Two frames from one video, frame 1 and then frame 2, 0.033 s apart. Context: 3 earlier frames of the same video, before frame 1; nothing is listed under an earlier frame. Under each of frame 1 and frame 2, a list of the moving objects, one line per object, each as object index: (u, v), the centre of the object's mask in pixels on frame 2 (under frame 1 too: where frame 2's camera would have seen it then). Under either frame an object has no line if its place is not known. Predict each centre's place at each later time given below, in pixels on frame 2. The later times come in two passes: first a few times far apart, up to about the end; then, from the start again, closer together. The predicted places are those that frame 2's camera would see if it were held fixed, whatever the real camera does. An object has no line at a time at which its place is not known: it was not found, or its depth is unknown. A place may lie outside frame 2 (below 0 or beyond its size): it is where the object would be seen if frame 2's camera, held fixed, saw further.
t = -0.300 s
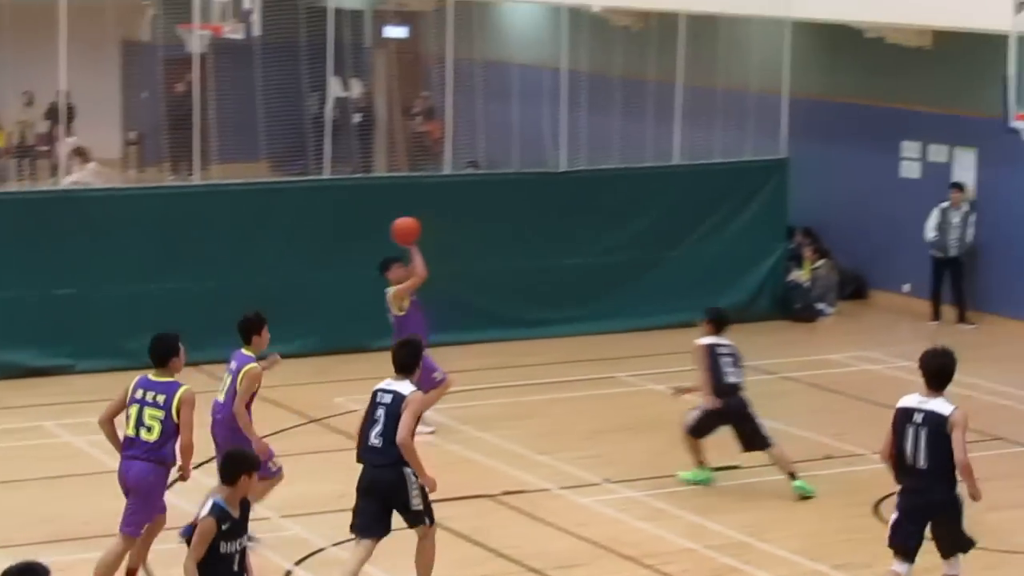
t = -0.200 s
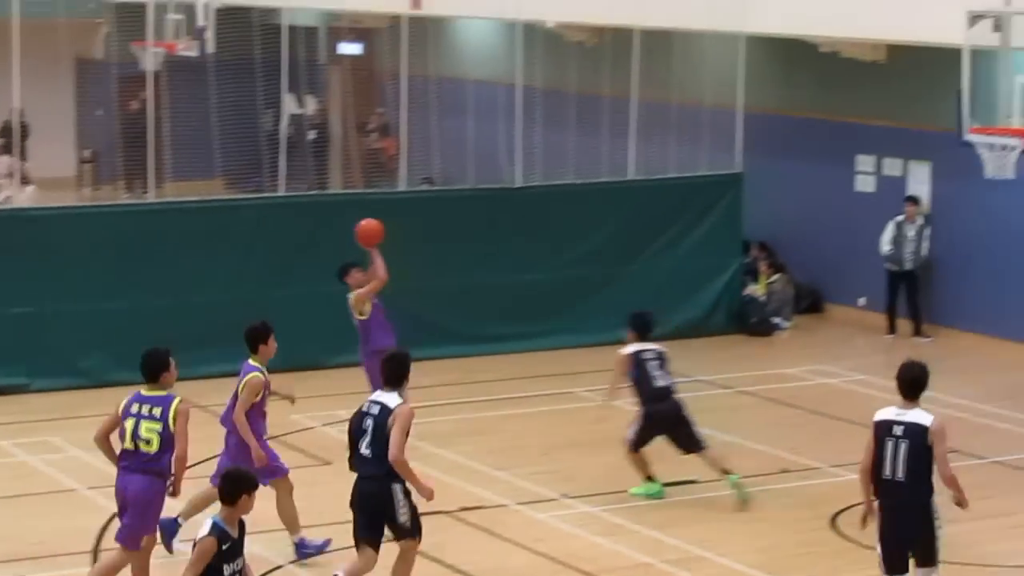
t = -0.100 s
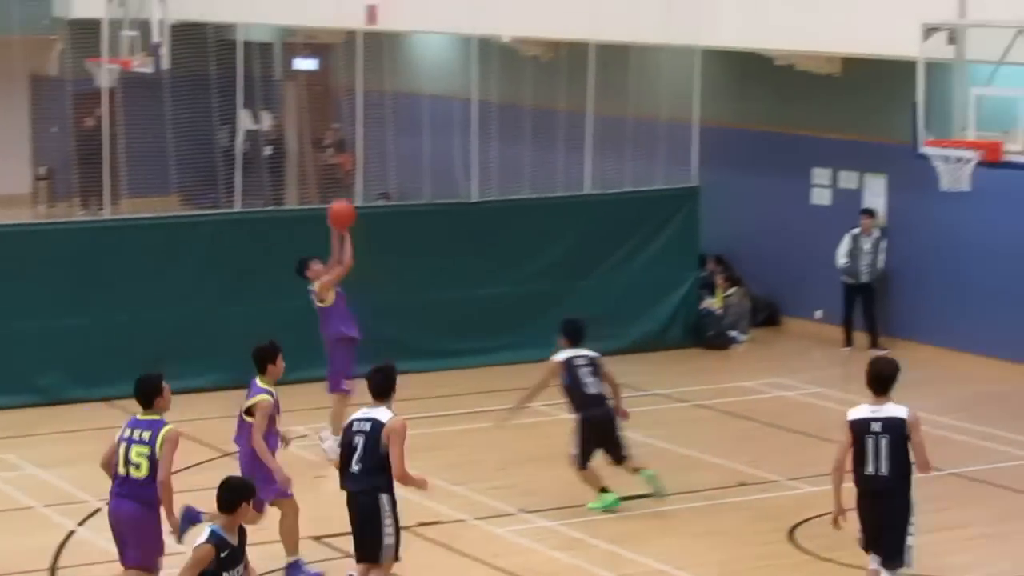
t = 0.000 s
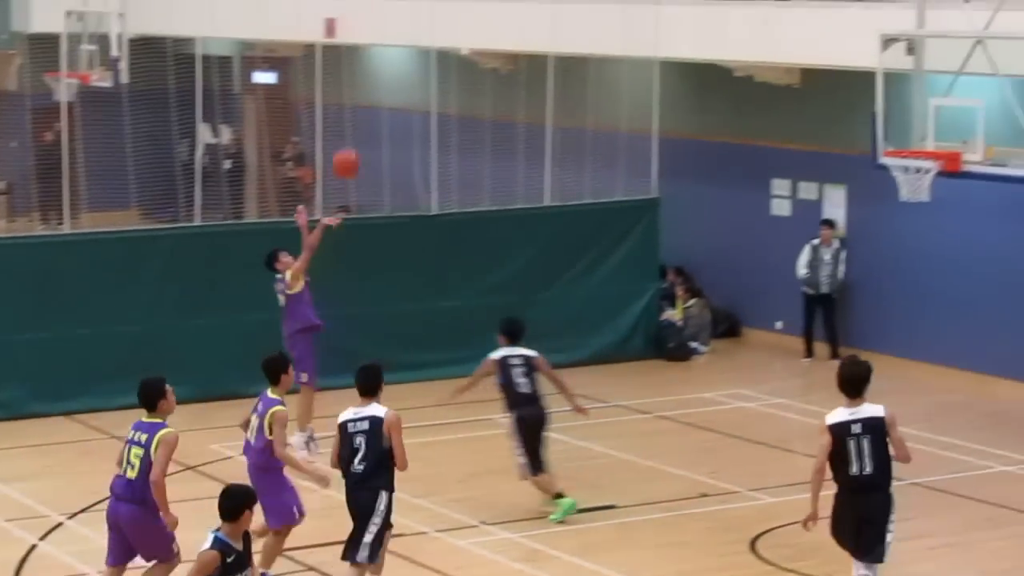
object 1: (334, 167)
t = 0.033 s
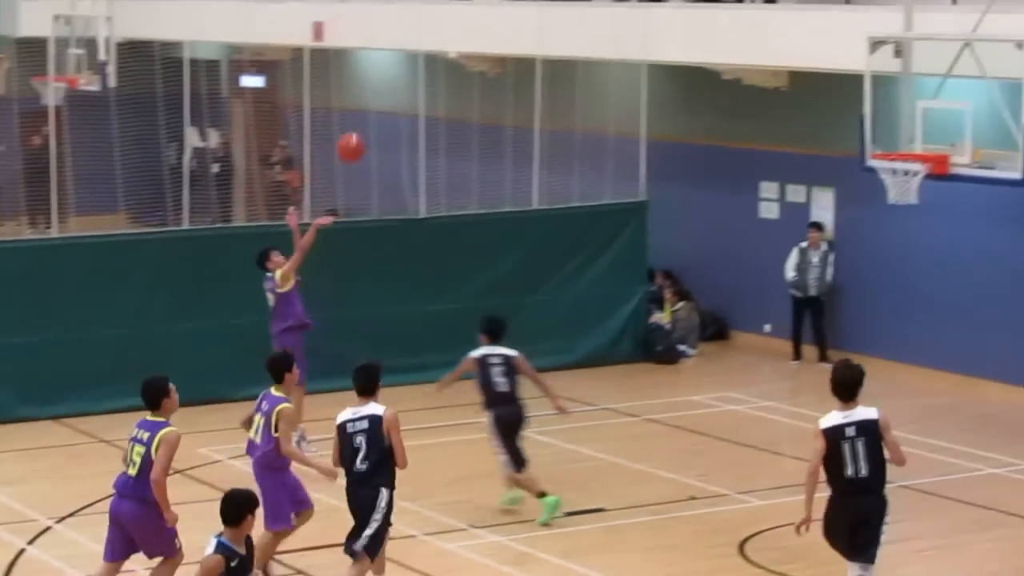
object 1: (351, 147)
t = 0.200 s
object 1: (438, 66)
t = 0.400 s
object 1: (543, 5)
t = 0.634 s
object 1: (674, -8)
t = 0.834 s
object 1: (791, 36)
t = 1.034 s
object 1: (911, 134)
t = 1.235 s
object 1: (799, 126)
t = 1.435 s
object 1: (660, 152)
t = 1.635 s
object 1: (522, 232)
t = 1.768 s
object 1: (434, 310)
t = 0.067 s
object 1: (368, 129)
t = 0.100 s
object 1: (385, 112)
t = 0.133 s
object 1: (403, 96)
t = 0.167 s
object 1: (419, 80)
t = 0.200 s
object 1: (438, 66)
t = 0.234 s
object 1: (455, 53)
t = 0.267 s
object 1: (472, 41)
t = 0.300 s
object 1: (490, 30)
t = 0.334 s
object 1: (508, 21)
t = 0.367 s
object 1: (526, 12)
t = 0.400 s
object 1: (543, 5)
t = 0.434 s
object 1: (562, -2)
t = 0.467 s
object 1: (579, -6)
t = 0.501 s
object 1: (598, -9)
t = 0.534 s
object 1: (616, -11)
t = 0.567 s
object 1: (635, -12)
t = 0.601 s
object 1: (653, -11)
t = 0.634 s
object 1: (674, -8)
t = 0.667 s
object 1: (693, -5)
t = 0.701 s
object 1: (711, -1)
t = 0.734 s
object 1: (730, 6)
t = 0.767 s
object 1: (751, 14)
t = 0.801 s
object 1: (771, 24)
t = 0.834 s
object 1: (791, 36)
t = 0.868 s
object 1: (811, 48)
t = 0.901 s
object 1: (831, 62)
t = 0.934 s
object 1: (849, 78)
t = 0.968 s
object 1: (870, 95)
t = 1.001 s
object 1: (891, 114)
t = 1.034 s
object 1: (911, 134)
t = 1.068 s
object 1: (915, 143)
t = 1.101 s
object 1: (892, 138)
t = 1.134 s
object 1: (868, 133)
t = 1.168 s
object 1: (844, 130)
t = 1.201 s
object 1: (821, 127)
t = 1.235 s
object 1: (799, 126)
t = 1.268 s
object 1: (775, 127)
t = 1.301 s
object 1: (753, 129)
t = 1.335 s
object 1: (729, 132)
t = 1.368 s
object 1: (706, 138)
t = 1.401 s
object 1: (683, 144)
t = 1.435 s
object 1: (660, 152)
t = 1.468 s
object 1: (636, 162)
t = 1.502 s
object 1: (613, 174)
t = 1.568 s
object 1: (568, 201)
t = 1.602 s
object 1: (545, 216)
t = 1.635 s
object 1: (522, 232)
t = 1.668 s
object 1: (500, 250)
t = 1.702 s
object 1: (478, 269)
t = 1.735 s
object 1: (456, 289)
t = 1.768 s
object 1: (434, 310)
